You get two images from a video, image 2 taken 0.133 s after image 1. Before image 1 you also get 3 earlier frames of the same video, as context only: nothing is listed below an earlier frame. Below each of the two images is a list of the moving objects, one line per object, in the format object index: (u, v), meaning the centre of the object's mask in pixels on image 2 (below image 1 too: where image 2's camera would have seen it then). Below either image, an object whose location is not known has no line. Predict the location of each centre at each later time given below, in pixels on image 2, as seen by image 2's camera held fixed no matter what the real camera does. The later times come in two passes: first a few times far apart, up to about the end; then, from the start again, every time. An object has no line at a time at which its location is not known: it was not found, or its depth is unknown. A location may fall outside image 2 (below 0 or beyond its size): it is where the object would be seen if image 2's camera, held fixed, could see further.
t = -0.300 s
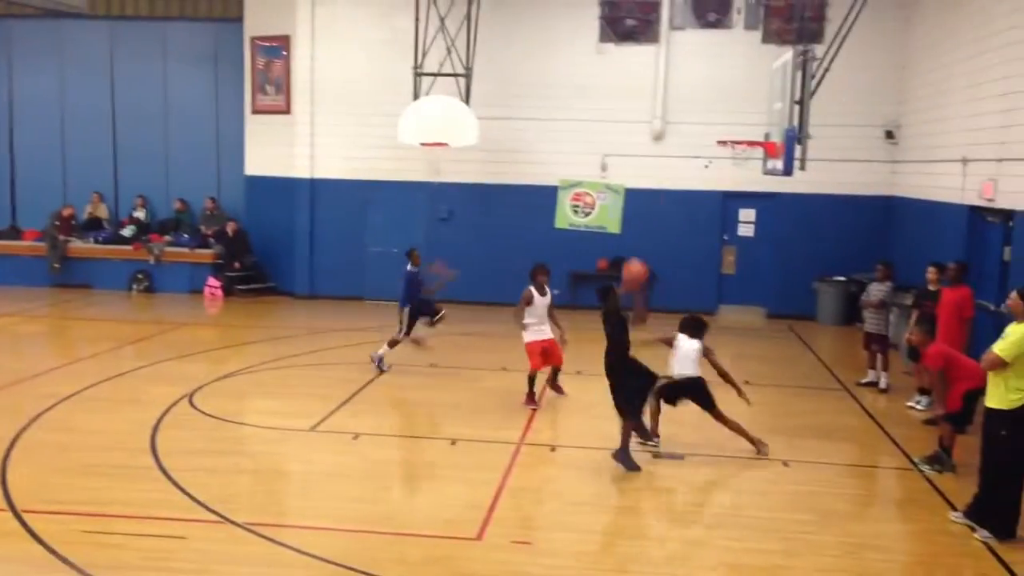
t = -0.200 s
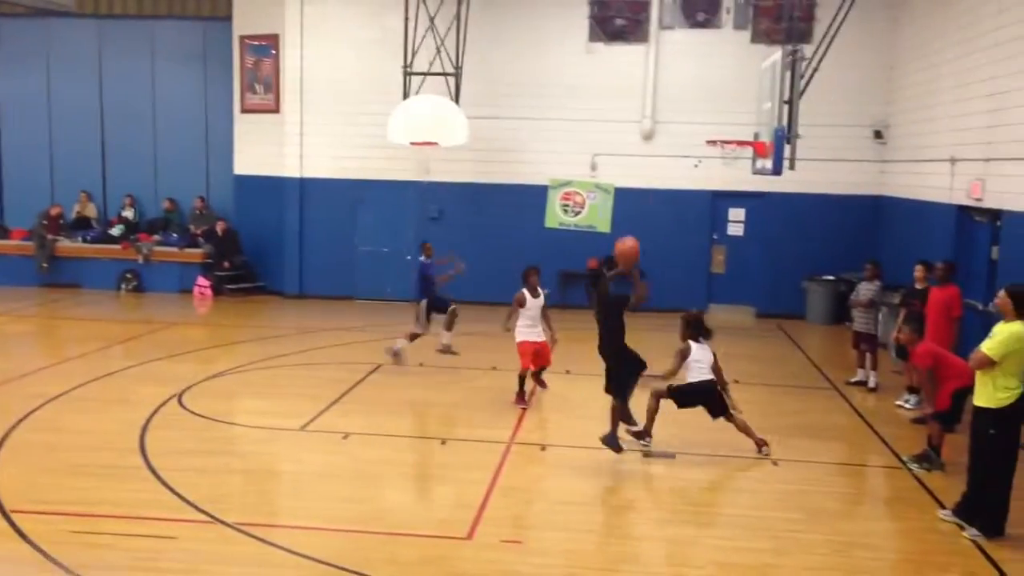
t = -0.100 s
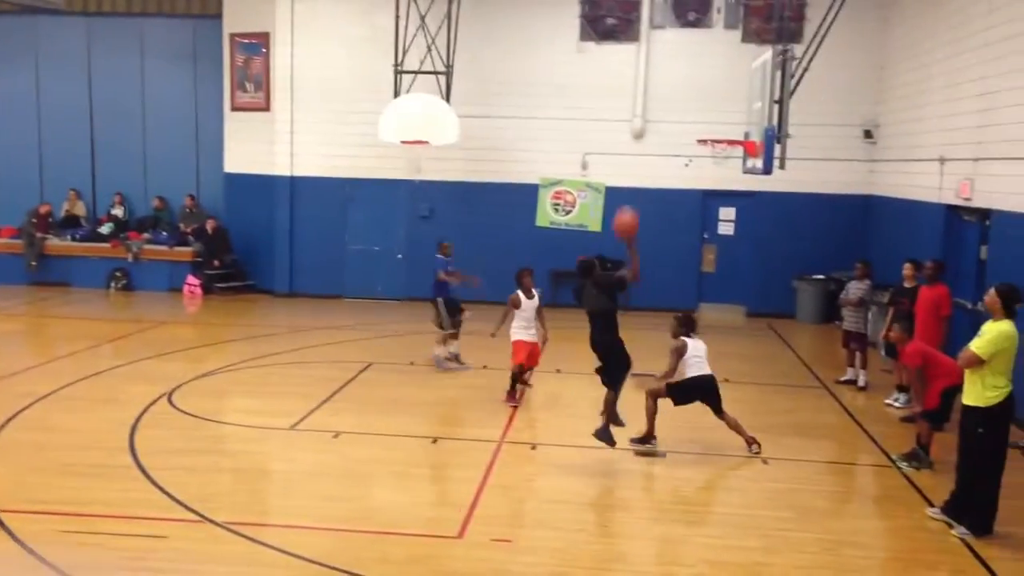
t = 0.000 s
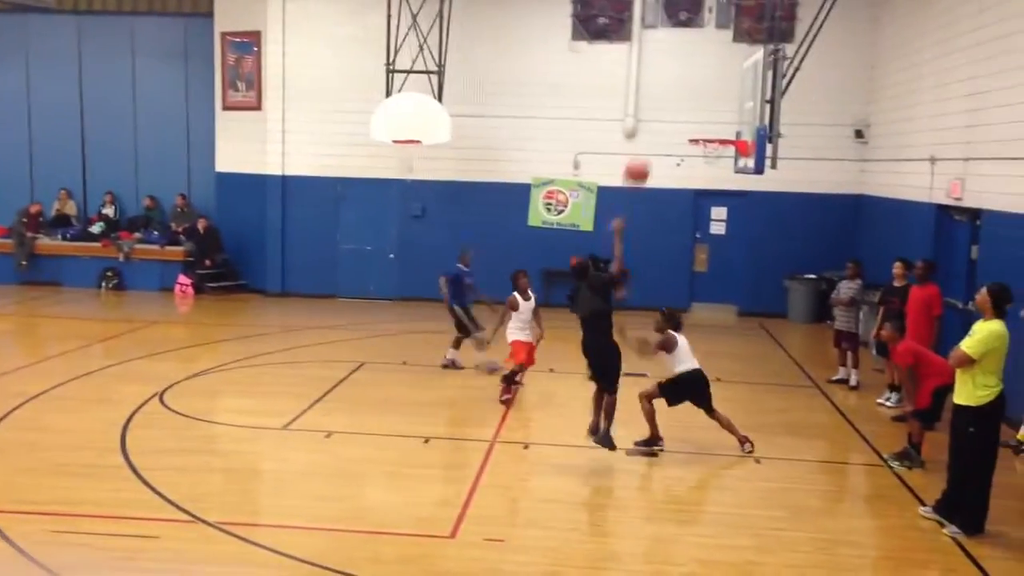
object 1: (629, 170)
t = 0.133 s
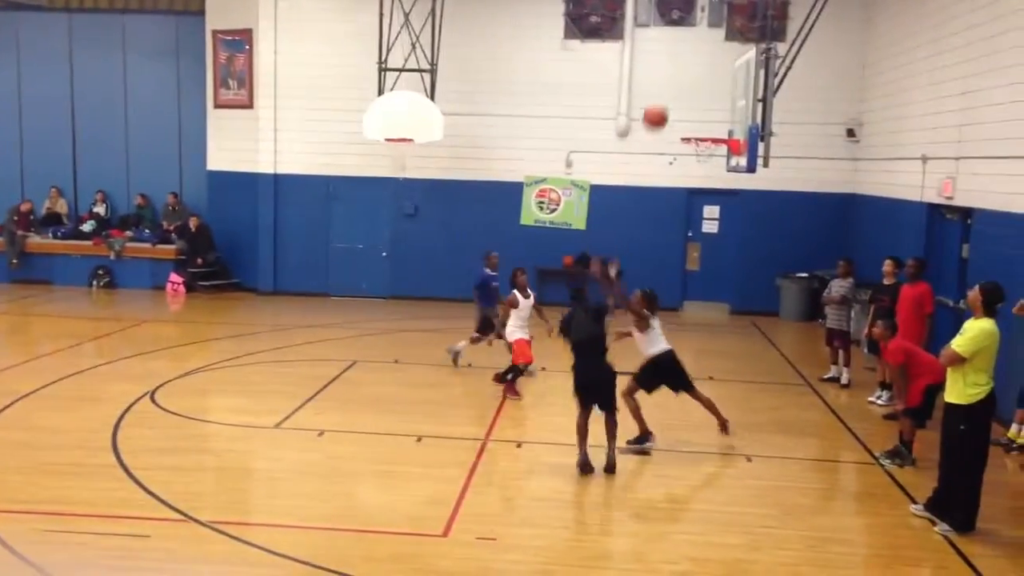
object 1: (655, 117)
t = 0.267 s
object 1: (678, 85)
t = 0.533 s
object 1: (719, 74)
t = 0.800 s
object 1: (707, 118)
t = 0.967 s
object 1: (687, 141)
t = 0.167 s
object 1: (661, 107)
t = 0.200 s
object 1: (666, 98)
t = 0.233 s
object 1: (672, 91)
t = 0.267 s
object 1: (678, 85)
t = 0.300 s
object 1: (684, 80)
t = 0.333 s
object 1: (689, 75)
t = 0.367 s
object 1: (695, 72)
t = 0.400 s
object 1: (700, 70)
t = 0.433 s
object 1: (705, 69)
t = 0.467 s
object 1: (710, 70)
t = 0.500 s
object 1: (714, 71)
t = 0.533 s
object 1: (719, 74)
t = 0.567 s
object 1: (723, 77)
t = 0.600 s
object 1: (727, 82)
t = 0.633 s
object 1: (731, 87)
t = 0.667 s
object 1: (728, 91)
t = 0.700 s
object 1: (722, 97)
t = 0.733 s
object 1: (717, 103)
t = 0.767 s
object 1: (711, 110)
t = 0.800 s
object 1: (707, 118)
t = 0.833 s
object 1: (701, 127)
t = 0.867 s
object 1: (697, 131)
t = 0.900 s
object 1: (694, 133)
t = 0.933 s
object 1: (690, 137)
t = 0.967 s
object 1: (687, 141)
